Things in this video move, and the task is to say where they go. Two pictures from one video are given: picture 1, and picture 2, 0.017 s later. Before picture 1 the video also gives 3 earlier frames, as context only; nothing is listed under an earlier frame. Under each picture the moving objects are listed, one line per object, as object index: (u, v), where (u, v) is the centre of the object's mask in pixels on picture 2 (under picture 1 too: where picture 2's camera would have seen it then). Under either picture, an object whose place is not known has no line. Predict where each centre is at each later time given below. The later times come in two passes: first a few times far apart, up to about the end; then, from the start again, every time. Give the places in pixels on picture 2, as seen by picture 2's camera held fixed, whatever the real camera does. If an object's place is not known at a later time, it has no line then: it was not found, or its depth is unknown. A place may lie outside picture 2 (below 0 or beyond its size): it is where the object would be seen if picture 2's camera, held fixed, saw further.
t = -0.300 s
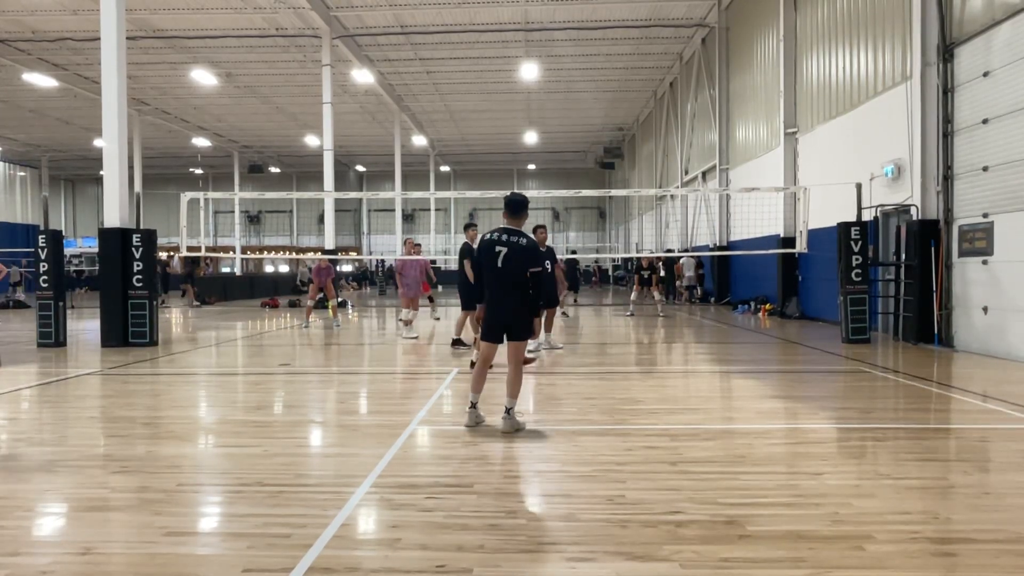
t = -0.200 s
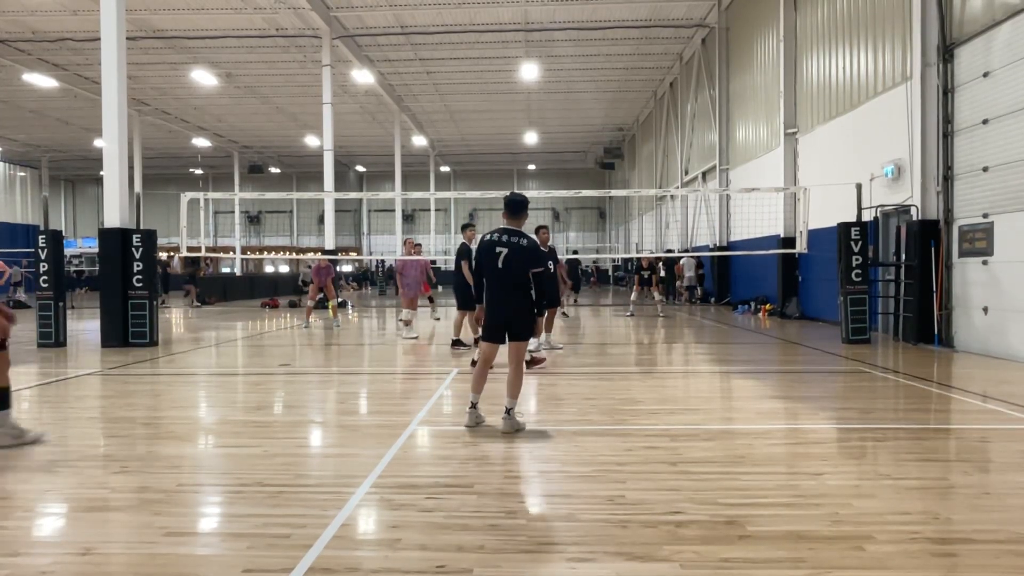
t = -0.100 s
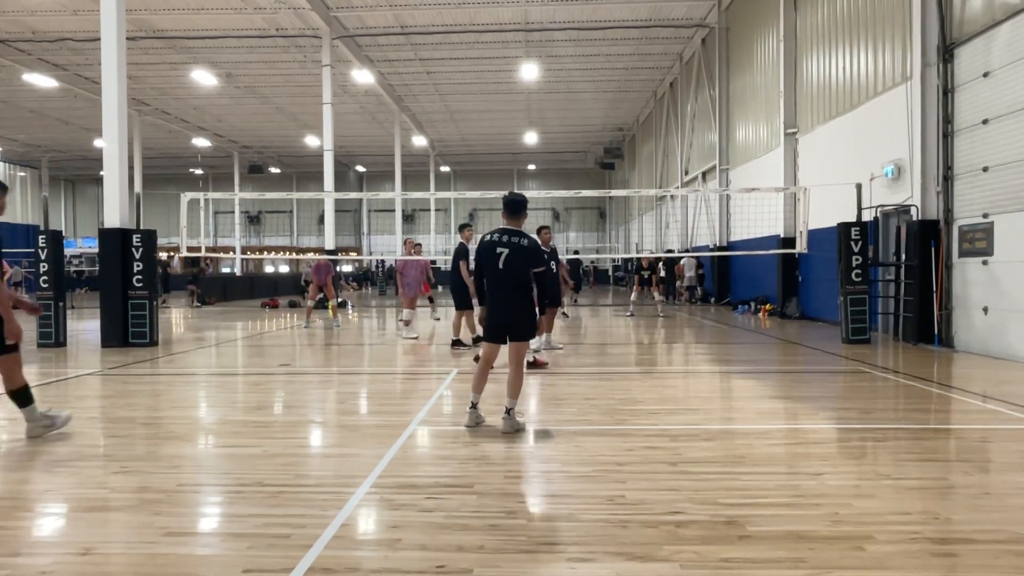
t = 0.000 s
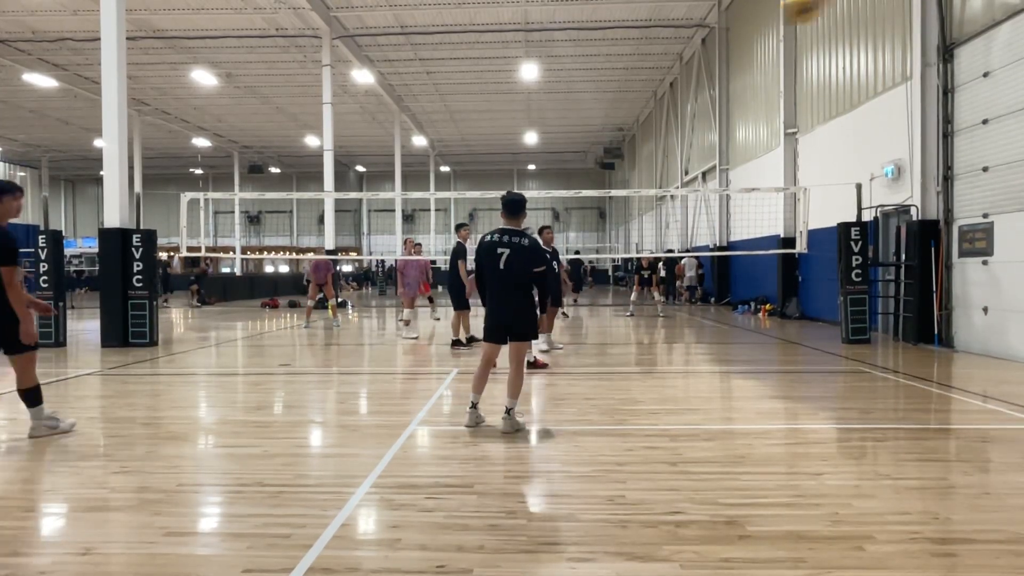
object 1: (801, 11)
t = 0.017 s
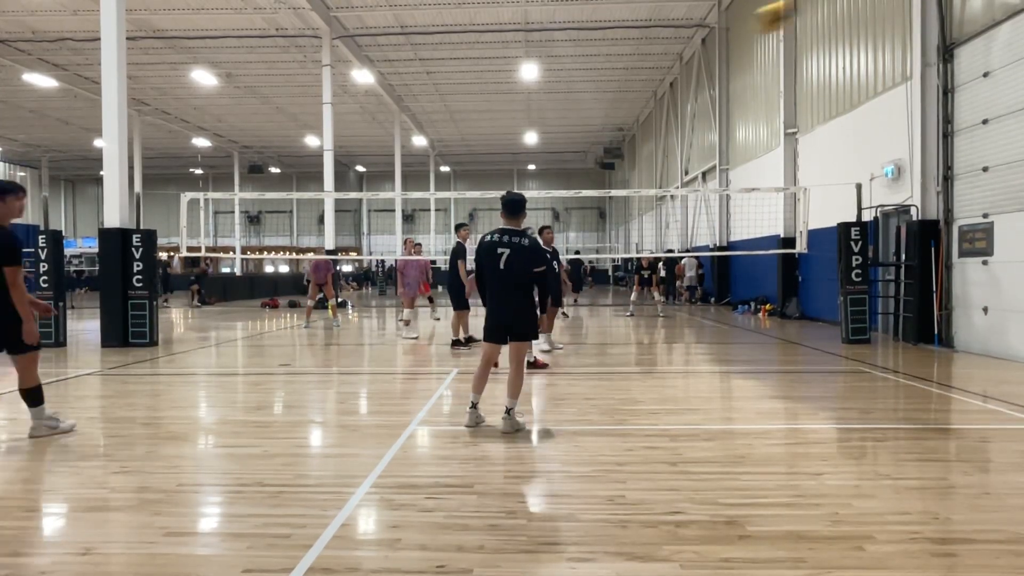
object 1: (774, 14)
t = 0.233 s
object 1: (561, 106)
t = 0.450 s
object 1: (467, 173)
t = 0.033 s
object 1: (748, 24)
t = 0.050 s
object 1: (723, 34)
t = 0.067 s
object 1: (703, 40)
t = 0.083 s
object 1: (684, 47)
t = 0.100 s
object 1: (667, 56)
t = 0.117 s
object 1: (650, 63)
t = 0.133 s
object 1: (633, 71)
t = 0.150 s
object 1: (619, 76)
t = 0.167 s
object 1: (604, 84)
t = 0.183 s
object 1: (592, 89)
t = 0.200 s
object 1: (579, 94)
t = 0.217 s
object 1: (569, 101)
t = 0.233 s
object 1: (561, 106)
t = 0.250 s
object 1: (551, 112)
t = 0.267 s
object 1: (541, 118)
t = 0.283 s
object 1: (533, 122)
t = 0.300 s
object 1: (524, 127)
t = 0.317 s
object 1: (516, 133)
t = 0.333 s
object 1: (508, 138)
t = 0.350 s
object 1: (502, 144)
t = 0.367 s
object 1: (495, 149)
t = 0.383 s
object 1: (488, 154)
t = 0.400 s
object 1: (482, 159)
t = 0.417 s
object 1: (476, 163)
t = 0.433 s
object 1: (472, 169)
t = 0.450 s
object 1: (467, 173)
